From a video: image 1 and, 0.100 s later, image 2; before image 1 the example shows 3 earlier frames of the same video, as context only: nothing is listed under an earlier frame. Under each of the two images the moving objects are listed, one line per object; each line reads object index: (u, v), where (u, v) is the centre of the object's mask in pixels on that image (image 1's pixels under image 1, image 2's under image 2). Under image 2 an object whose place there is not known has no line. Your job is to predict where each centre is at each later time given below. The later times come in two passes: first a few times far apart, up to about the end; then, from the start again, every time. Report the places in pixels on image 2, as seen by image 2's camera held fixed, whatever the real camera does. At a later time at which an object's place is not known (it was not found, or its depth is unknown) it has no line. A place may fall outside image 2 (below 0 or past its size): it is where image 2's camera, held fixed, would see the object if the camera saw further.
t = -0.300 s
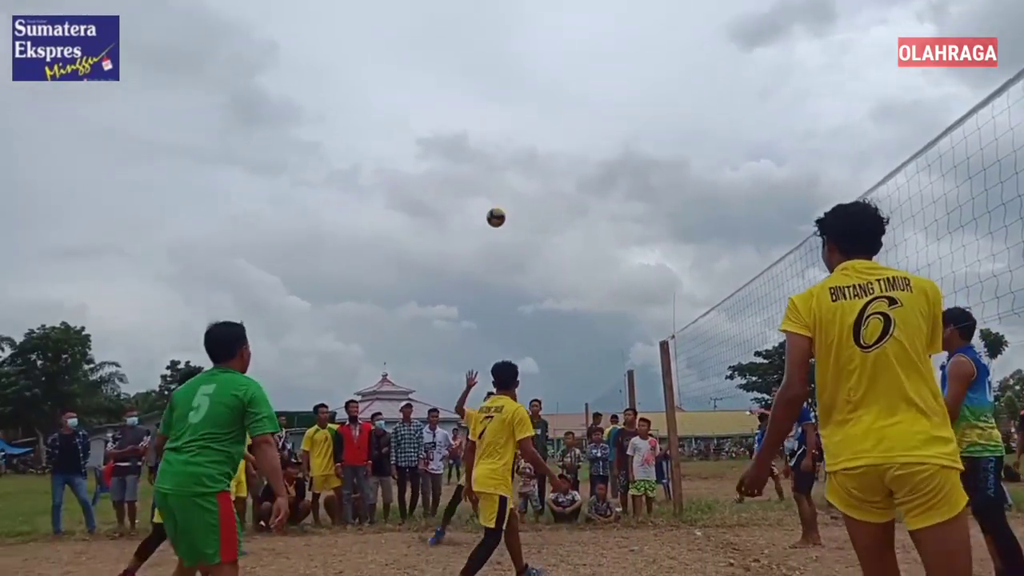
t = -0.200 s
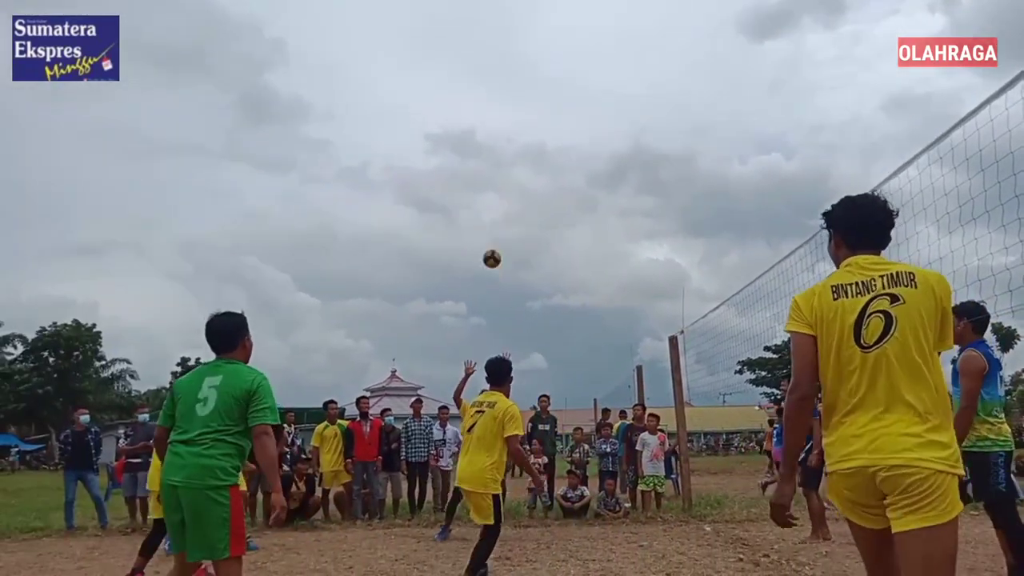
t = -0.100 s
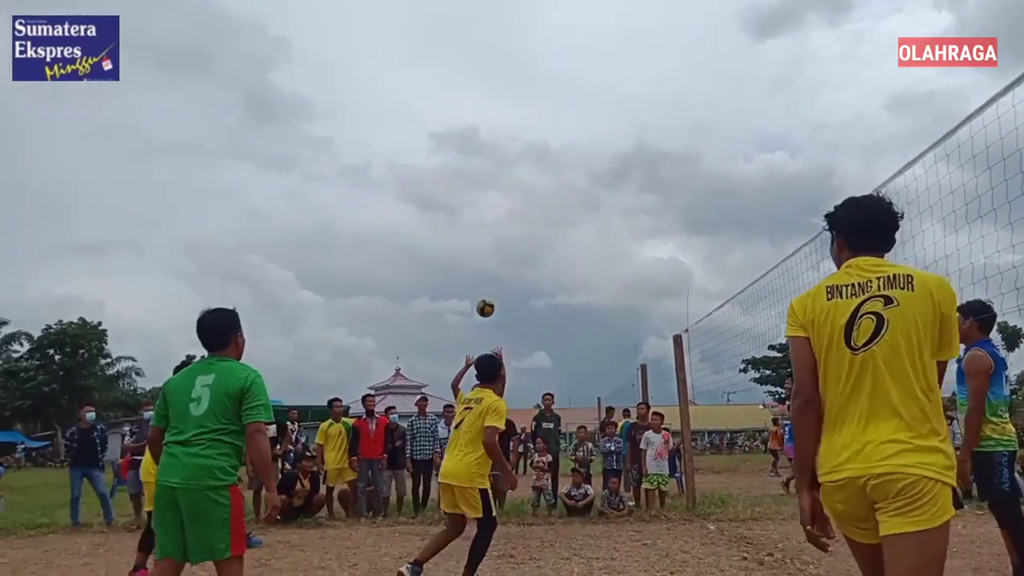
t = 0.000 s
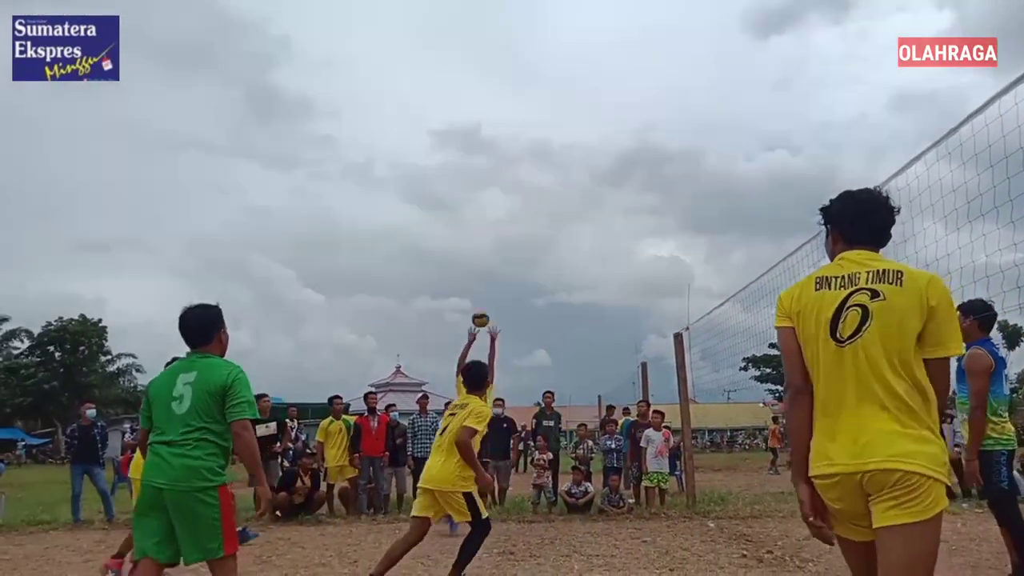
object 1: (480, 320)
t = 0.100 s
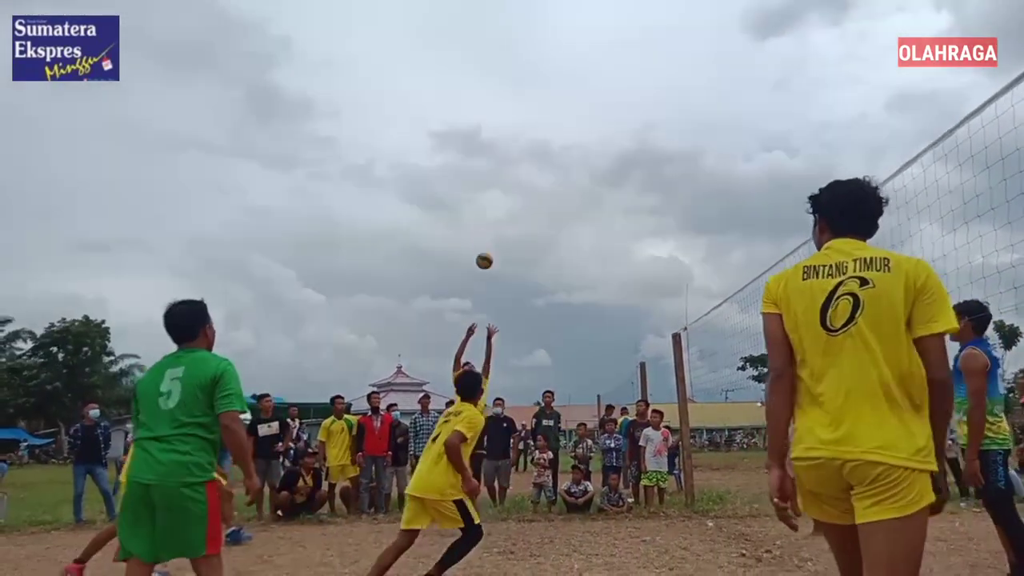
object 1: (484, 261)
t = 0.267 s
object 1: (490, 177)
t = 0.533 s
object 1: (498, 84)
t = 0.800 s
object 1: (509, 45)
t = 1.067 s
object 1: (519, 61)
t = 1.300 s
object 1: (527, 134)
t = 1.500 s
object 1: (535, 253)
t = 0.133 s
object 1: (485, 242)
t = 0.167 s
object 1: (486, 224)
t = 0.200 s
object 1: (488, 208)
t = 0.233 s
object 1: (489, 192)
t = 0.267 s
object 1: (490, 177)
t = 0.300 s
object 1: (493, 163)
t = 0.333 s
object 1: (493, 149)
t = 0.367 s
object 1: (494, 136)
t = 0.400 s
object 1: (495, 124)
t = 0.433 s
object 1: (496, 113)
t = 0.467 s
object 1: (497, 103)
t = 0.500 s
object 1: (497, 93)
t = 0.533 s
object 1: (498, 84)
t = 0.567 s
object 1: (500, 76)
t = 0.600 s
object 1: (502, 69)
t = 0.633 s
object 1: (503, 62)
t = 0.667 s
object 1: (503, 56)
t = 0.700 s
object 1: (504, 52)
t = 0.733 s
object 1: (506, 49)
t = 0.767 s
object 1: (508, 47)
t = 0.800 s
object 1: (509, 45)
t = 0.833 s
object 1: (510, 44)
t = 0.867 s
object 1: (512, 44)
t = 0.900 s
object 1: (514, 45)
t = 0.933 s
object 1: (515, 46)
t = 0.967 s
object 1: (516, 48)
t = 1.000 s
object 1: (517, 51)
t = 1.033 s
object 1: (518, 55)
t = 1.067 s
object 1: (519, 61)
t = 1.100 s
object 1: (521, 68)
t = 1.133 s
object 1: (522, 76)
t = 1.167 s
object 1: (523, 84)
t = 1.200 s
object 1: (524, 94)
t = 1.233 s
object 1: (526, 106)
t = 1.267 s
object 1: (526, 120)
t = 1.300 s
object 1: (527, 134)
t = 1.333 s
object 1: (528, 150)
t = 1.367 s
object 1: (530, 167)
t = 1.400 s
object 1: (531, 186)
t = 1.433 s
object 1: (532, 207)
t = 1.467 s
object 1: (533, 230)
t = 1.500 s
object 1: (535, 253)
